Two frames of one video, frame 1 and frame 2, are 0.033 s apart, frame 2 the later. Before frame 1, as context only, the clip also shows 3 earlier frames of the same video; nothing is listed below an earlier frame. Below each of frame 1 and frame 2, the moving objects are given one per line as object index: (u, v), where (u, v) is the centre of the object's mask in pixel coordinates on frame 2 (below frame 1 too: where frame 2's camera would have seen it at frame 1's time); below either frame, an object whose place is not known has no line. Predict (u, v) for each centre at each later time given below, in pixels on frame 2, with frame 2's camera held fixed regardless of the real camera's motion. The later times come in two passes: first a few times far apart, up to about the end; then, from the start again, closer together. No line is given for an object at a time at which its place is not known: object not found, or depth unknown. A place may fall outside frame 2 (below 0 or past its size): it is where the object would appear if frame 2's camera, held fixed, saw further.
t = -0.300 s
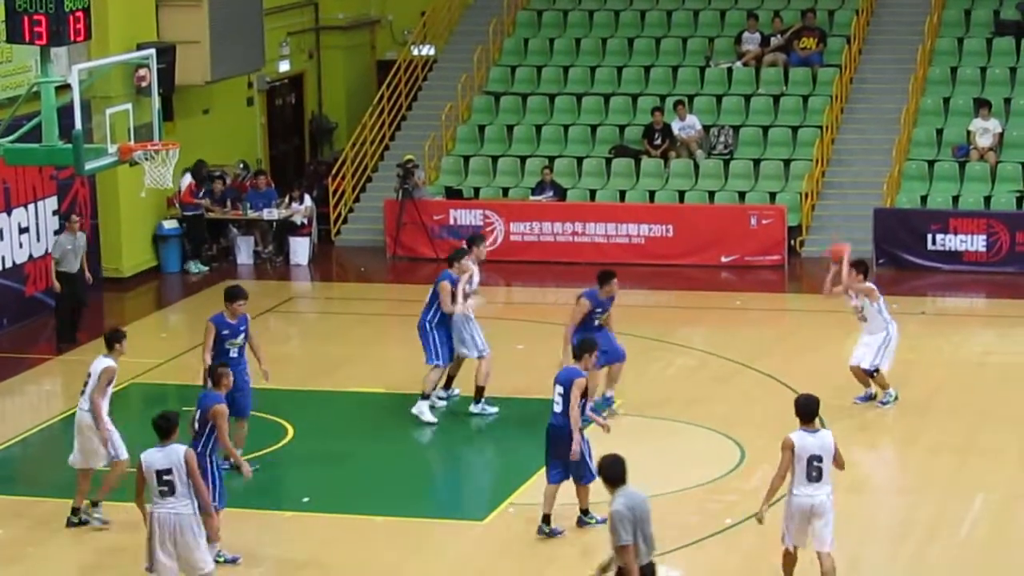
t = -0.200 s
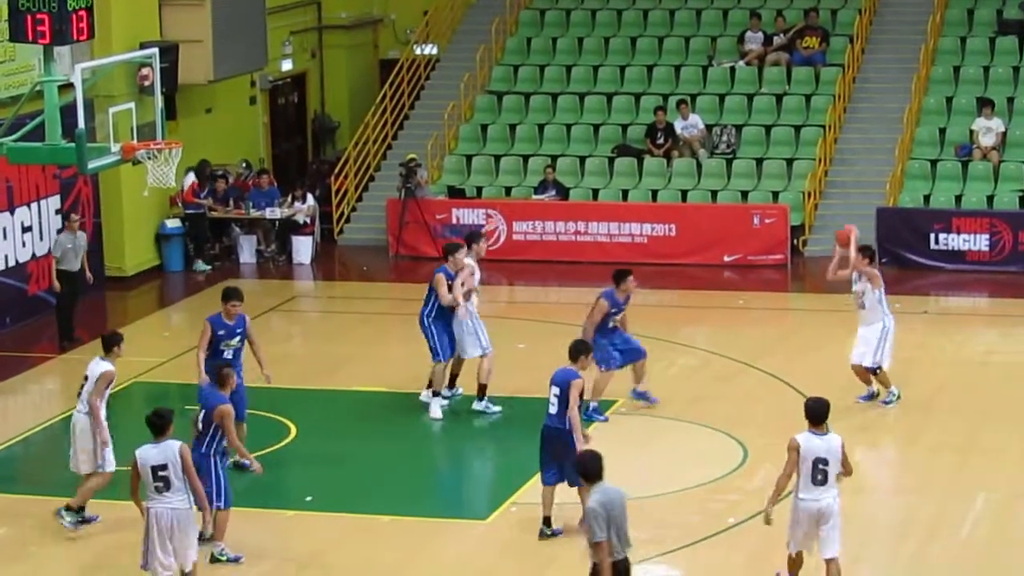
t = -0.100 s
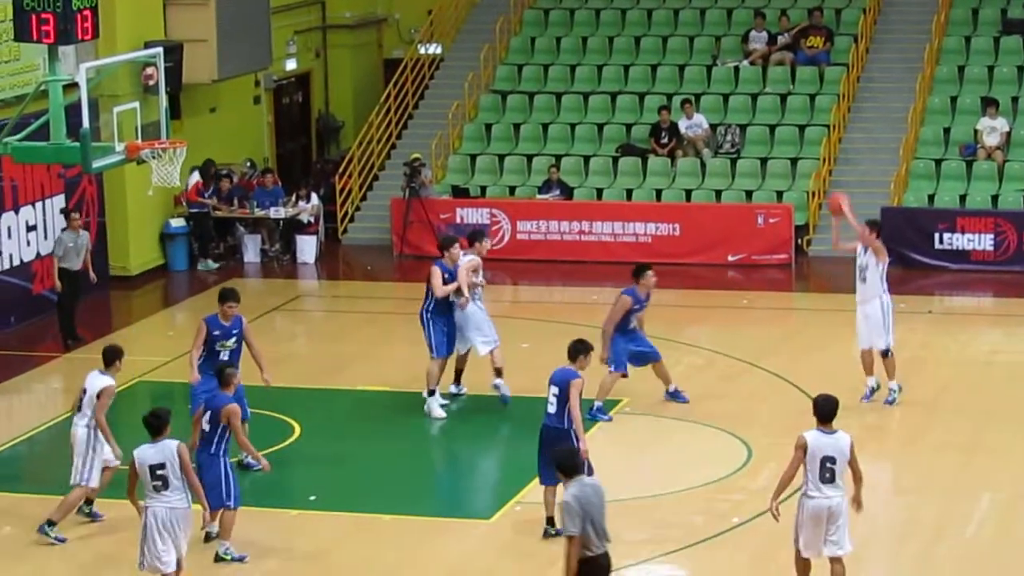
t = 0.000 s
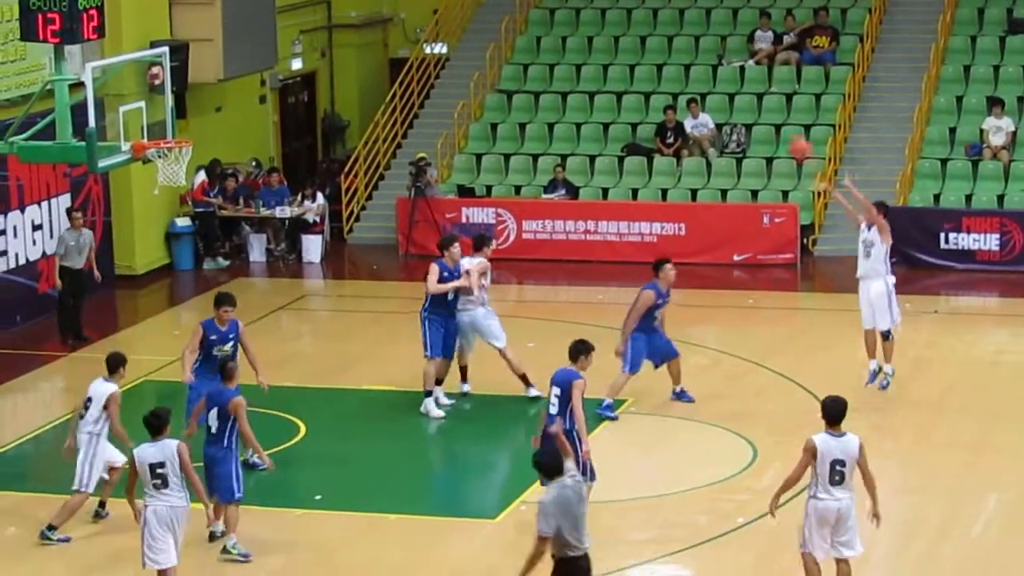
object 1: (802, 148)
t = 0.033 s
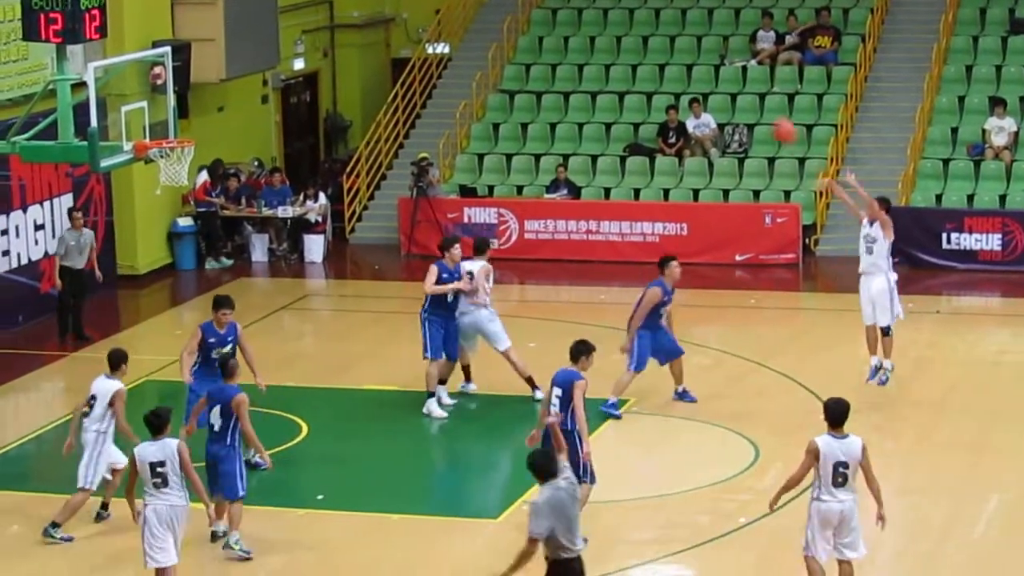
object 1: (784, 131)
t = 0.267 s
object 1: (660, 36)
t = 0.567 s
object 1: (500, -6)
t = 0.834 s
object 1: (356, 18)
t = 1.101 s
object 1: (223, 116)
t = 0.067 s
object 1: (767, 114)
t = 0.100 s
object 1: (750, 99)
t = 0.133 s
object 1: (732, 85)
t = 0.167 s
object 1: (715, 71)
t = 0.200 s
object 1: (696, 59)
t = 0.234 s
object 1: (678, 47)
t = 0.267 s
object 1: (660, 36)
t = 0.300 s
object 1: (643, 27)
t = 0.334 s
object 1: (624, 19)
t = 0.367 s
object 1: (606, 11)
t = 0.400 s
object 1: (588, 5)
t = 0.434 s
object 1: (571, 1)
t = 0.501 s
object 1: (533, -3)
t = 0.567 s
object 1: (500, -6)
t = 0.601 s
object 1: (482, -6)
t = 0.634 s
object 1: (464, -6)
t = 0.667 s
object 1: (447, -6)
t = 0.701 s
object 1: (428, -5)
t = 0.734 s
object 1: (412, -2)
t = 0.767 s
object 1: (393, 3)
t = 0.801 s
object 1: (374, 12)
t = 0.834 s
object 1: (356, 18)
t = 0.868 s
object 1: (341, 25)
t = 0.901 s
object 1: (326, 35)
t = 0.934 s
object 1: (305, 46)
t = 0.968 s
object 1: (289, 58)
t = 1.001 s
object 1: (273, 72)
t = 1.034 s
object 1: (255, 86)
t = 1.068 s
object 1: (239, 100)
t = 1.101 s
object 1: (223, 116)
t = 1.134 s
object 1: (208, 132)
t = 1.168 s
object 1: (203, 146)
